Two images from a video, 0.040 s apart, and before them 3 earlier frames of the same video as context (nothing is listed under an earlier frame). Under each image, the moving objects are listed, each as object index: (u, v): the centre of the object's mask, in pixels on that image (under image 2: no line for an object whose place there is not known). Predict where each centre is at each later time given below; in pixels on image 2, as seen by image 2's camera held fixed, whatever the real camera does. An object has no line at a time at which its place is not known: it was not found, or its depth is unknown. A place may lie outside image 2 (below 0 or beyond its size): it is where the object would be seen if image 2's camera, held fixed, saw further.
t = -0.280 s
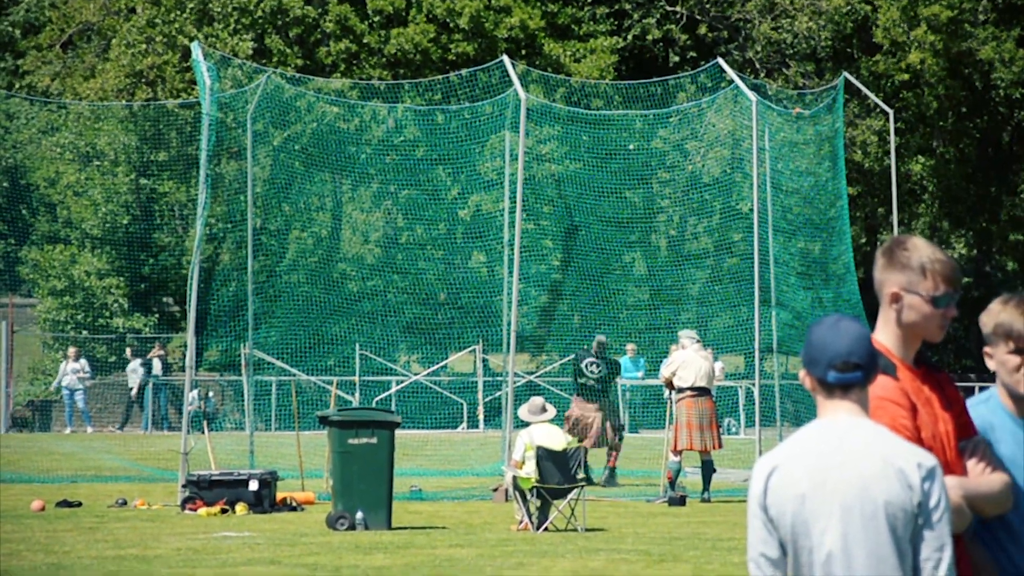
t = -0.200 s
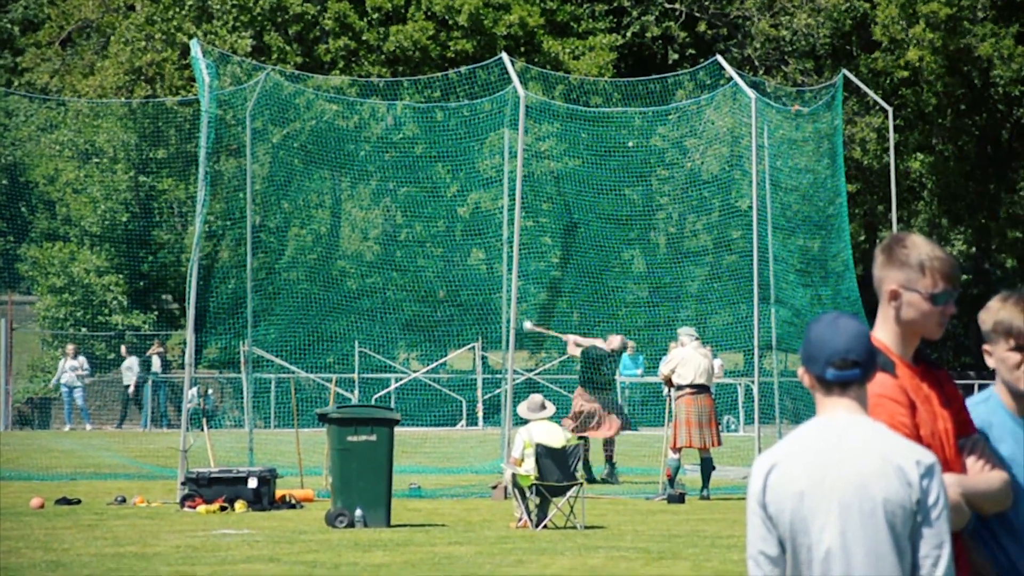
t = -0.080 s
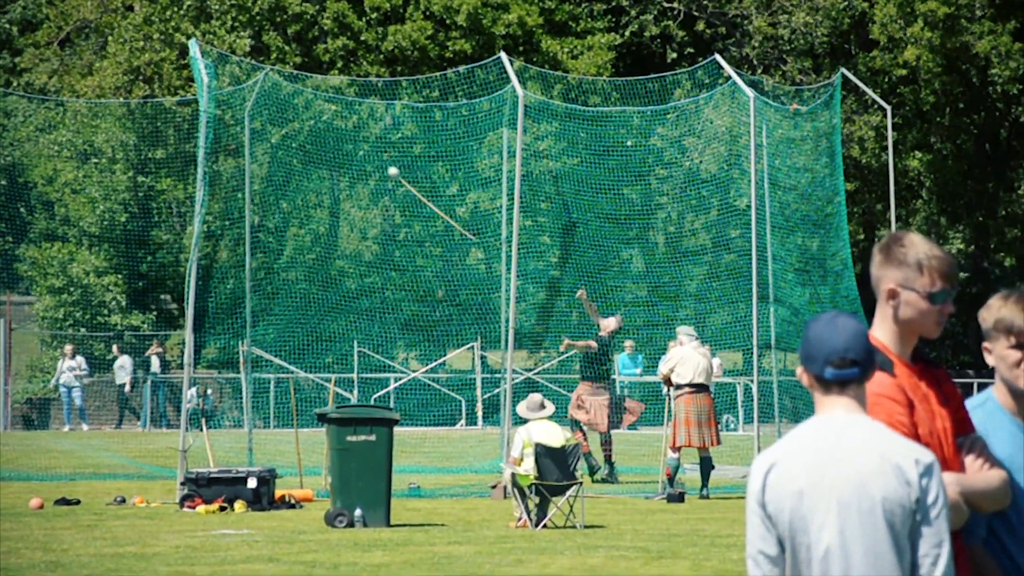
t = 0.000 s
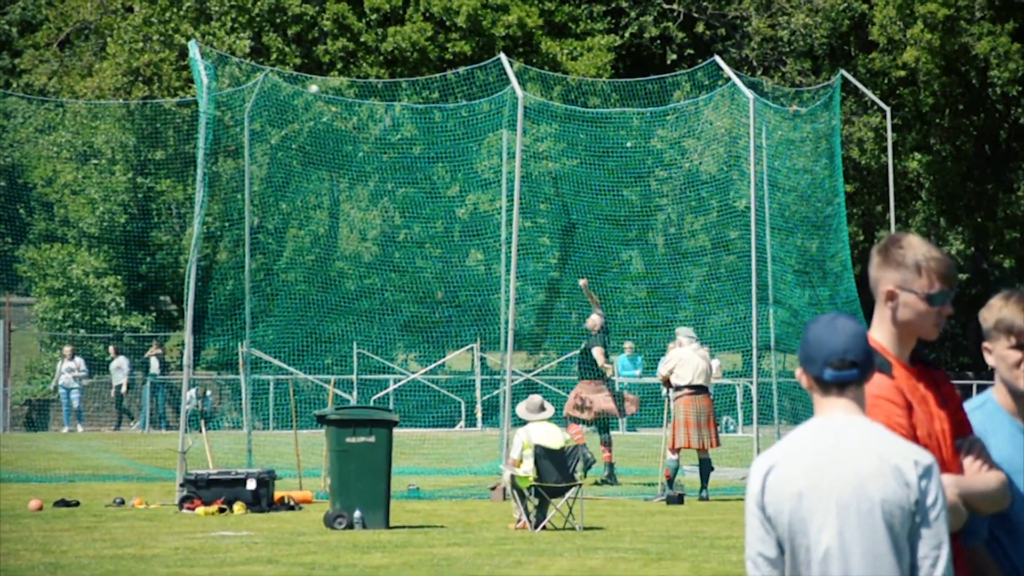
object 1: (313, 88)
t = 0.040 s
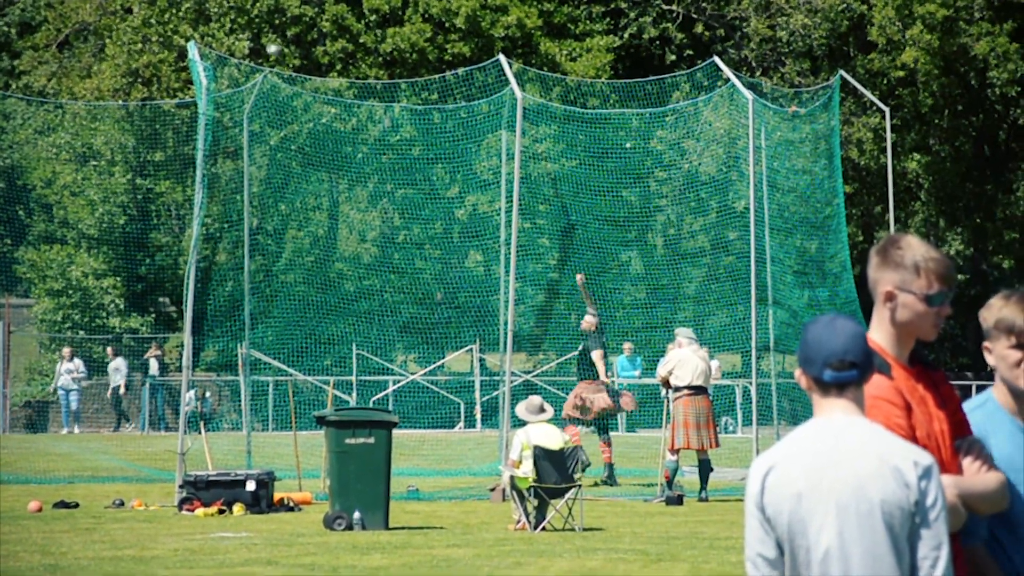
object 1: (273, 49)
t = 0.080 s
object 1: (231, 10)
